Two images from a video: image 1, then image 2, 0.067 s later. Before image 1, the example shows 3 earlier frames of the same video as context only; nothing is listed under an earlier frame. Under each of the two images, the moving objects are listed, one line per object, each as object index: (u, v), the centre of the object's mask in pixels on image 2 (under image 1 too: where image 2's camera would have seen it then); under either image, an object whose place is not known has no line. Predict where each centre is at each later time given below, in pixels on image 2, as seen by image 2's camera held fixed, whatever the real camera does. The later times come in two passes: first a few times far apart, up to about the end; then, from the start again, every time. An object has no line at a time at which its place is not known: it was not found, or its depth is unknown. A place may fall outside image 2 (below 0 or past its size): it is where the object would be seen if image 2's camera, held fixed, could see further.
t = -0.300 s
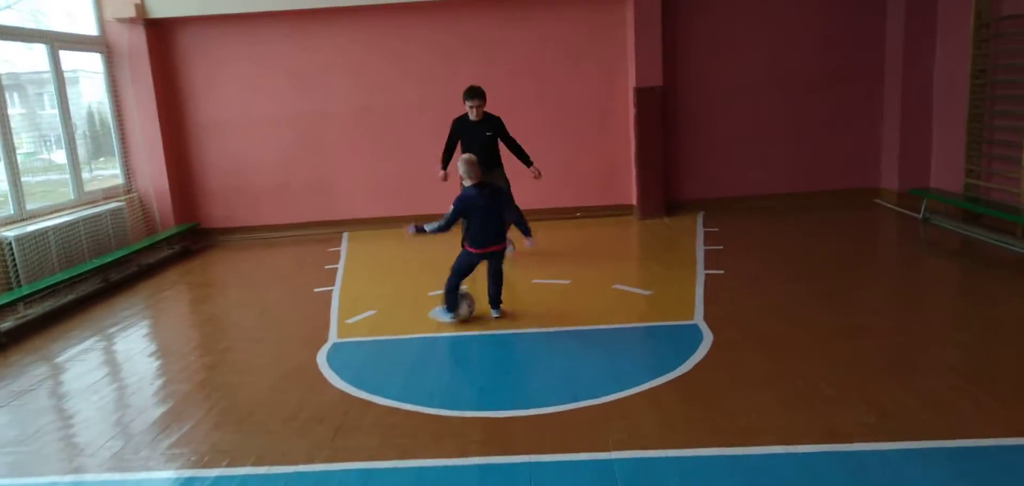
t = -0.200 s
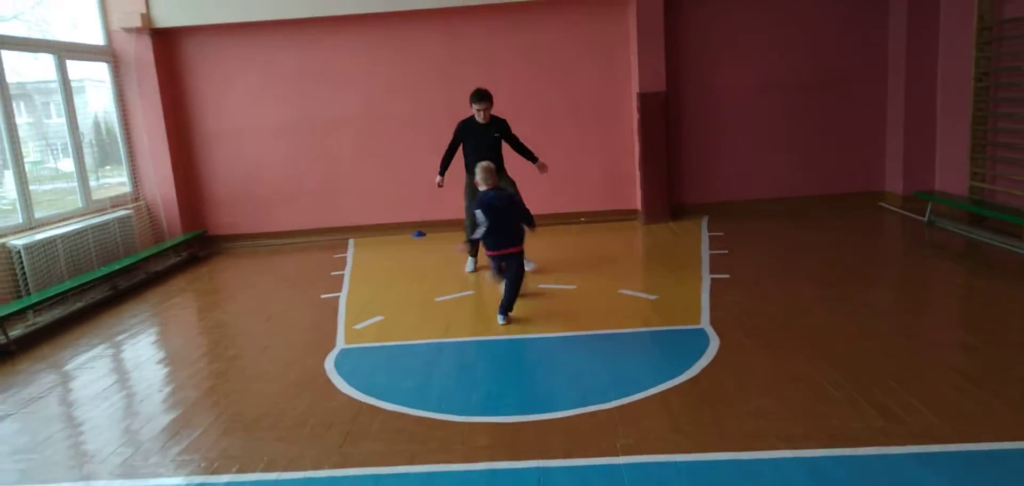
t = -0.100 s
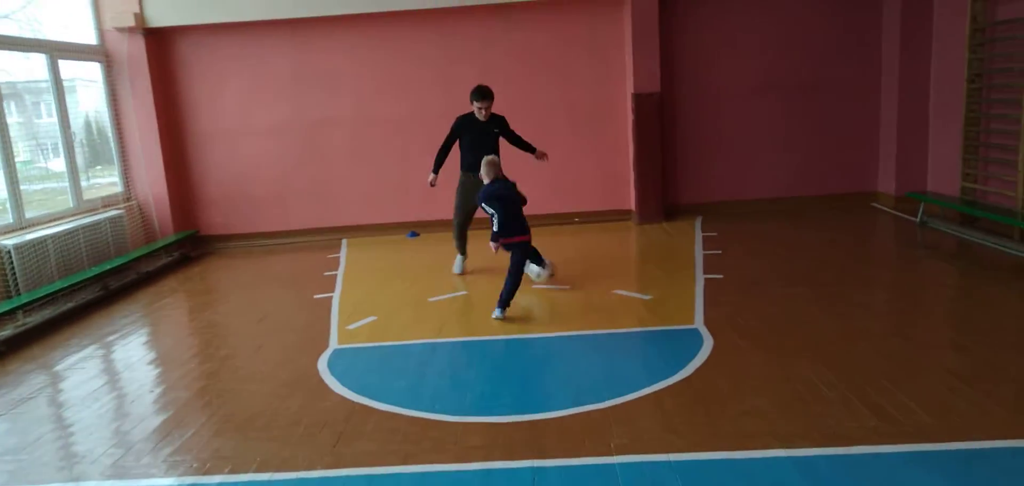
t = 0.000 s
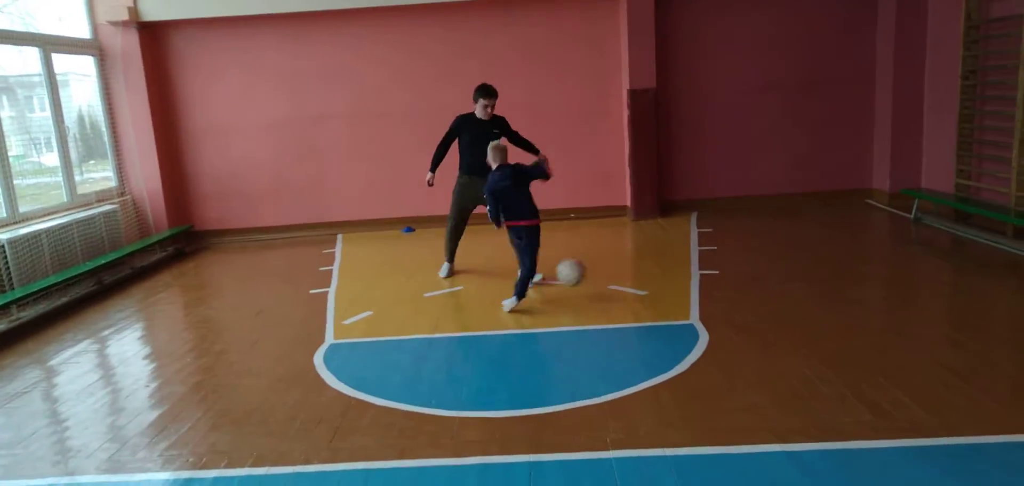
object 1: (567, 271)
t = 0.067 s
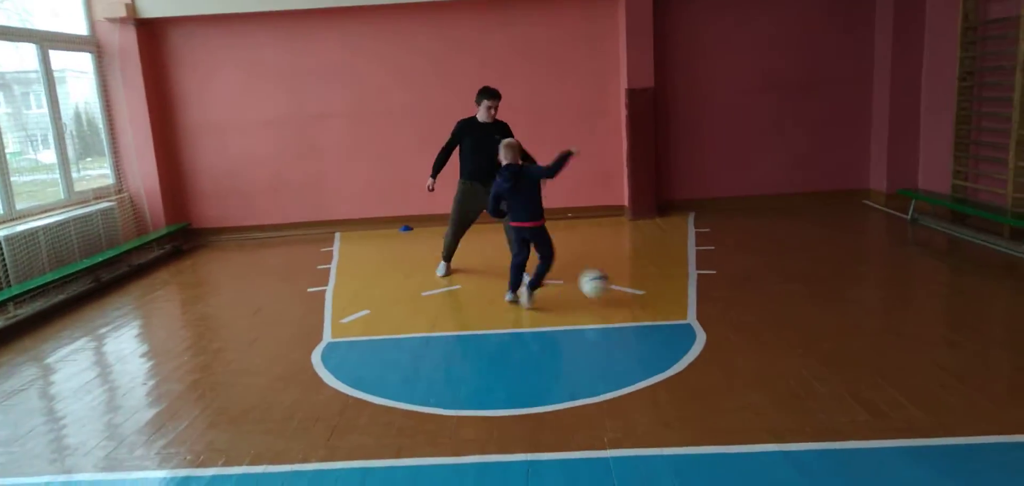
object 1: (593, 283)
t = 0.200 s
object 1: (647, 302)
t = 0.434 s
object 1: (747, 331)
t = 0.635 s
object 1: (835, 352)
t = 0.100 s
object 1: (607, 293)
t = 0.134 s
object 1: (621, 302)
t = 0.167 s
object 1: (634, 302)
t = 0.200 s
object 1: (647, 302)
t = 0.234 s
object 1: (660, 304)
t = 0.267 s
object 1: (674, 307)
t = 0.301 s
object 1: (688, 313)
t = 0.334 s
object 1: (703, 320)
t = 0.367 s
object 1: (719, 329)
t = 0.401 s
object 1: (733, 332)
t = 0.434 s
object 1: (747, 331)
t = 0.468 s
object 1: (761, 332)
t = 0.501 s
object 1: (775, 335)
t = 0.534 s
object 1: (790, 340)
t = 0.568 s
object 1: (804, 347)
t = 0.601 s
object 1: (821, 353)
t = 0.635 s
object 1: (835, 352)
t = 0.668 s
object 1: (848, 353)
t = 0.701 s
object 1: (863, 355)
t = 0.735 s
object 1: (879, 359)
